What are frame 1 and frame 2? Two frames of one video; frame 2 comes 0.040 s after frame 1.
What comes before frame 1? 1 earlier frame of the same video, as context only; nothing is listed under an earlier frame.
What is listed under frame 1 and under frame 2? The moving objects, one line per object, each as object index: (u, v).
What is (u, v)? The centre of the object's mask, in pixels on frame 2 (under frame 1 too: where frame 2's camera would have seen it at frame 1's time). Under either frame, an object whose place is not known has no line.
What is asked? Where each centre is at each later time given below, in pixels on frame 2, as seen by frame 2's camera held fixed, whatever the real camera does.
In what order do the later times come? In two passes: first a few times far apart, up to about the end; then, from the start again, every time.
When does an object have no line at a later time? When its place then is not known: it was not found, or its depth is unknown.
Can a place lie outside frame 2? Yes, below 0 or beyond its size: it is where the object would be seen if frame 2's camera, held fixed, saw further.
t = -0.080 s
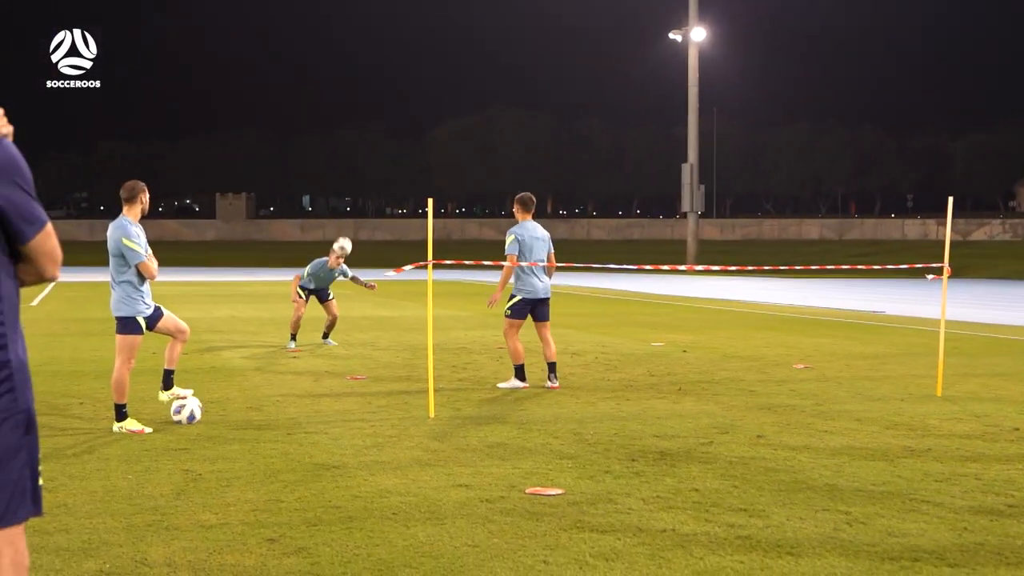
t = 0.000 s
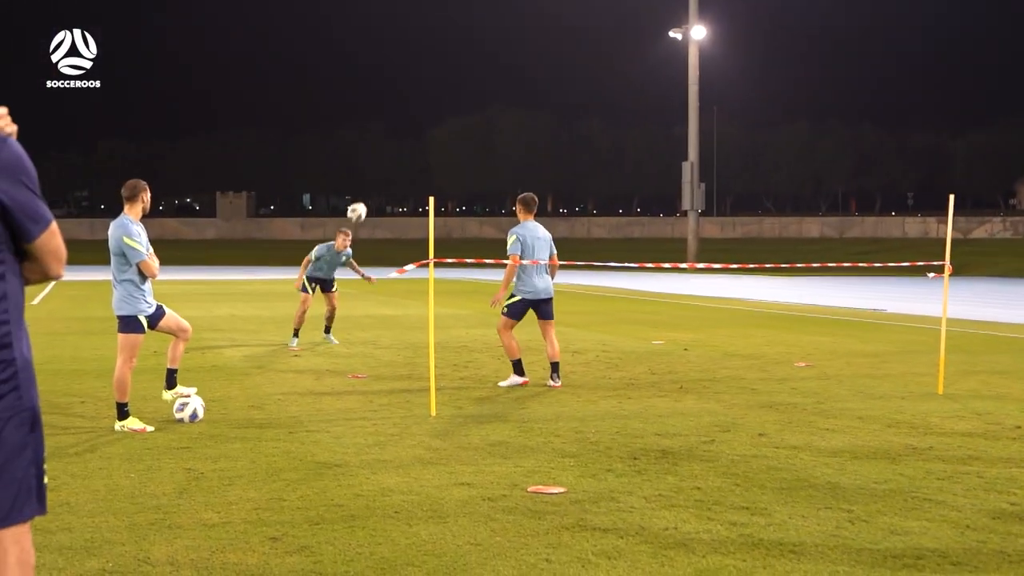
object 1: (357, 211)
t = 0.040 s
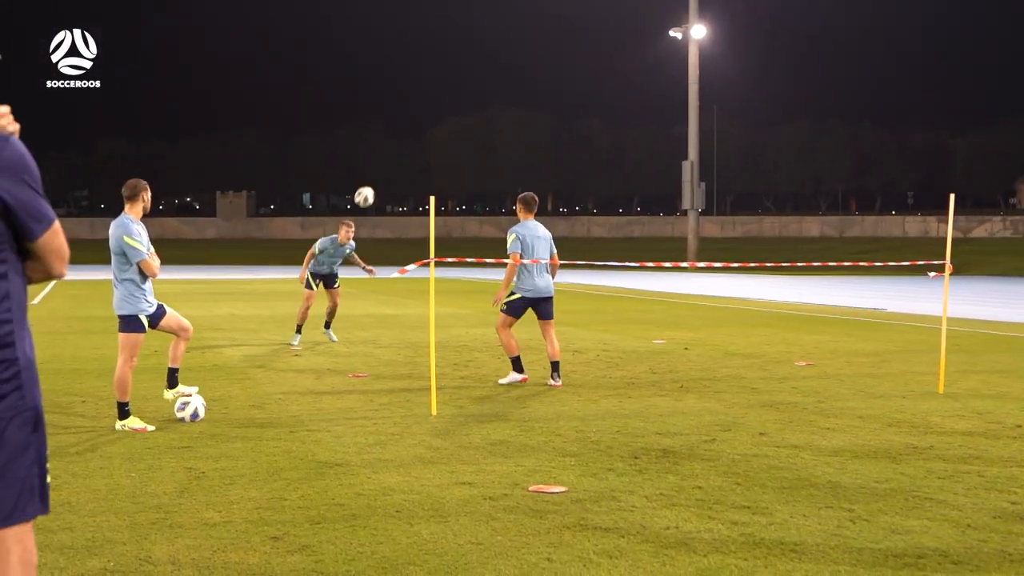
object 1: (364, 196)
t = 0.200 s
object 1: (395, 148)
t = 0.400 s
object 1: (439, 115)
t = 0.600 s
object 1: (484, 119)
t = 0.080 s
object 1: (372, 183)
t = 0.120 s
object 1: (380, 170)
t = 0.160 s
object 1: (387, 158)
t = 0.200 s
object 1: (395, 148)
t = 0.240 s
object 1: (404, 138)
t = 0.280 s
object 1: (412, 130)
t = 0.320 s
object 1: (421, 124)
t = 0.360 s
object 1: (430, 119)
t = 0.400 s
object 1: (439, 115)
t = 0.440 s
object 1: (447, 112)
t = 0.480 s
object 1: (456, 111)
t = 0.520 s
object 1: (465, 112)
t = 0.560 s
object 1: (474, 114)
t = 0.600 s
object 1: (484, 119)
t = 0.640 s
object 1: (493, 125)
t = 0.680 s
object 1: (502, 132)
